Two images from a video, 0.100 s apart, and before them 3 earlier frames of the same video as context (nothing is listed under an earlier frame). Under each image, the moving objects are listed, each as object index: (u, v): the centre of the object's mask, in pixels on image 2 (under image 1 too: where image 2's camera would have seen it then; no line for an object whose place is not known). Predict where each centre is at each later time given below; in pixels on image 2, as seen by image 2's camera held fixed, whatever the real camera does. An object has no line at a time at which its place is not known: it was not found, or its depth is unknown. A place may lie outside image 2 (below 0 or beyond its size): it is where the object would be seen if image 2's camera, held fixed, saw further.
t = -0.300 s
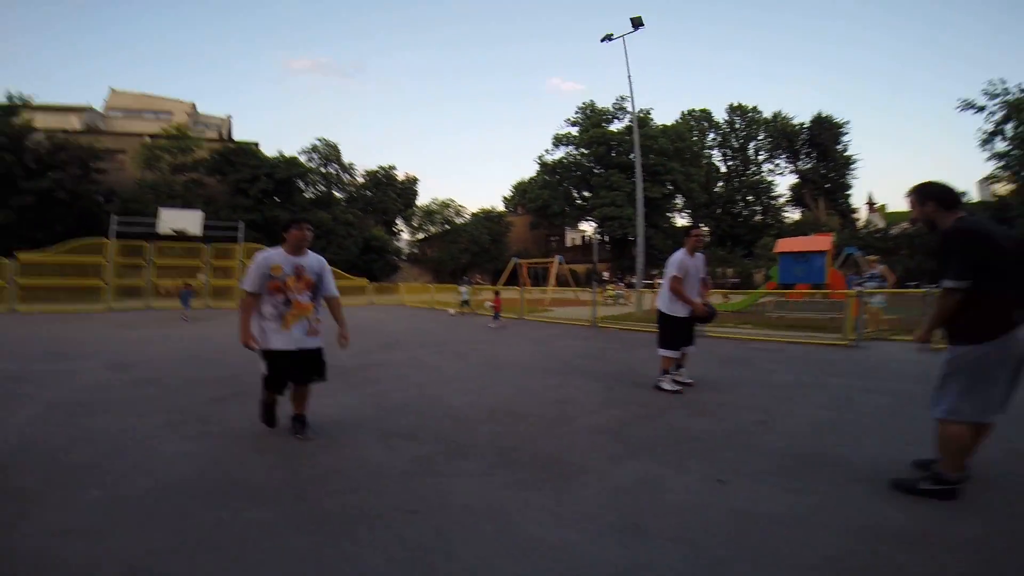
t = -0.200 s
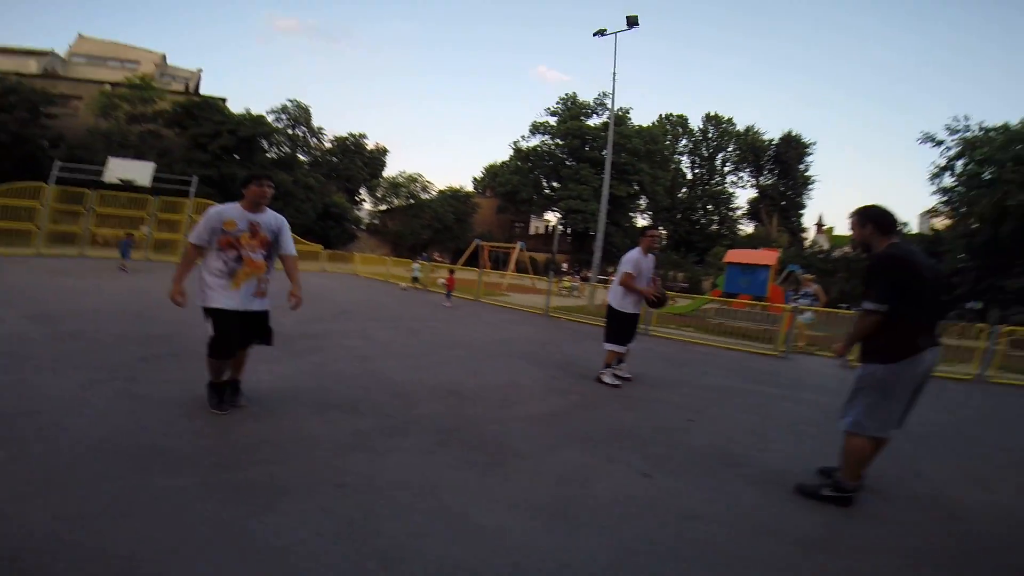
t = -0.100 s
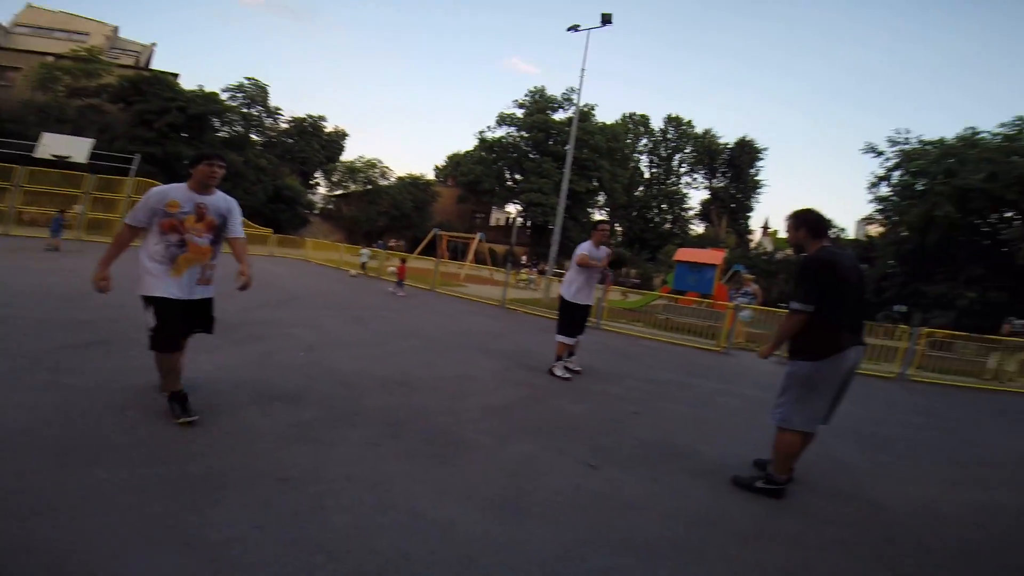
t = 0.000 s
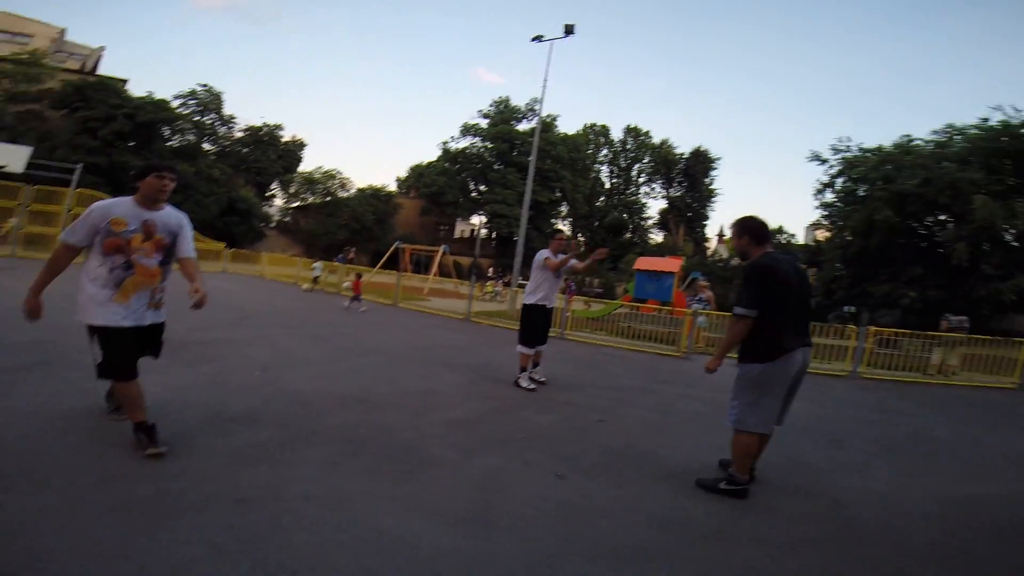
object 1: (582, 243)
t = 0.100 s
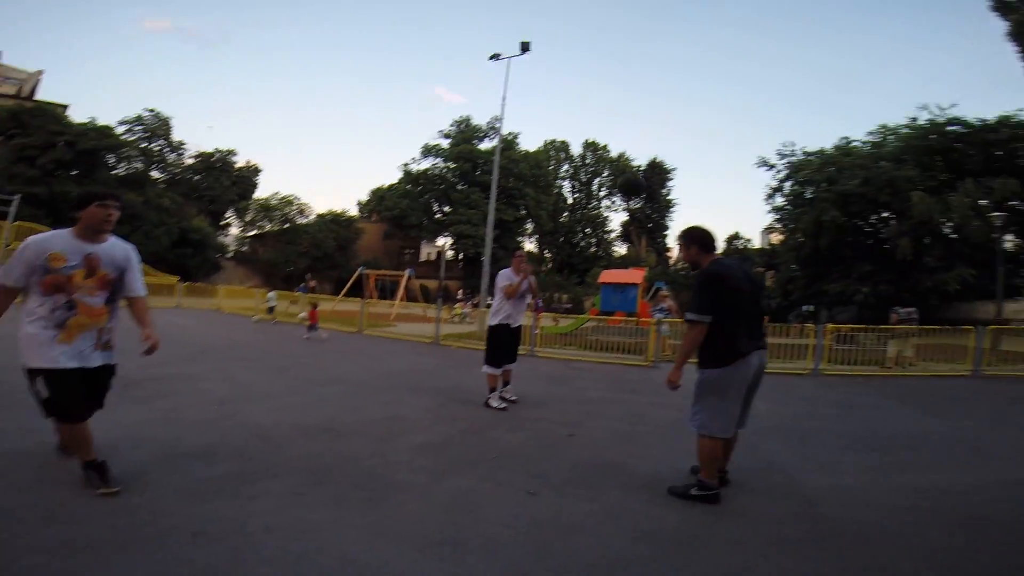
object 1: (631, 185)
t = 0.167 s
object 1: (668, 149)
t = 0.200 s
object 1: (688, 132)
